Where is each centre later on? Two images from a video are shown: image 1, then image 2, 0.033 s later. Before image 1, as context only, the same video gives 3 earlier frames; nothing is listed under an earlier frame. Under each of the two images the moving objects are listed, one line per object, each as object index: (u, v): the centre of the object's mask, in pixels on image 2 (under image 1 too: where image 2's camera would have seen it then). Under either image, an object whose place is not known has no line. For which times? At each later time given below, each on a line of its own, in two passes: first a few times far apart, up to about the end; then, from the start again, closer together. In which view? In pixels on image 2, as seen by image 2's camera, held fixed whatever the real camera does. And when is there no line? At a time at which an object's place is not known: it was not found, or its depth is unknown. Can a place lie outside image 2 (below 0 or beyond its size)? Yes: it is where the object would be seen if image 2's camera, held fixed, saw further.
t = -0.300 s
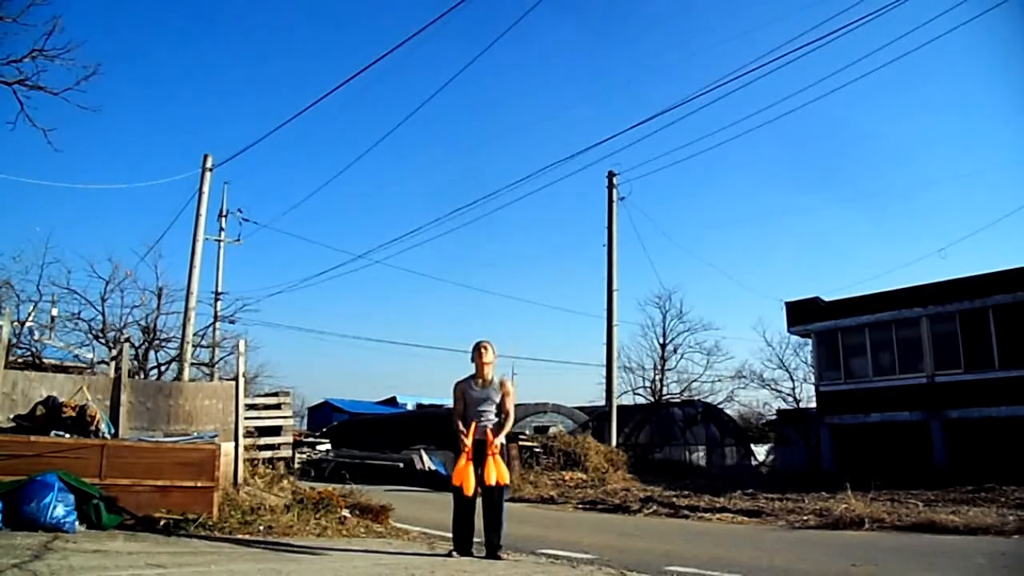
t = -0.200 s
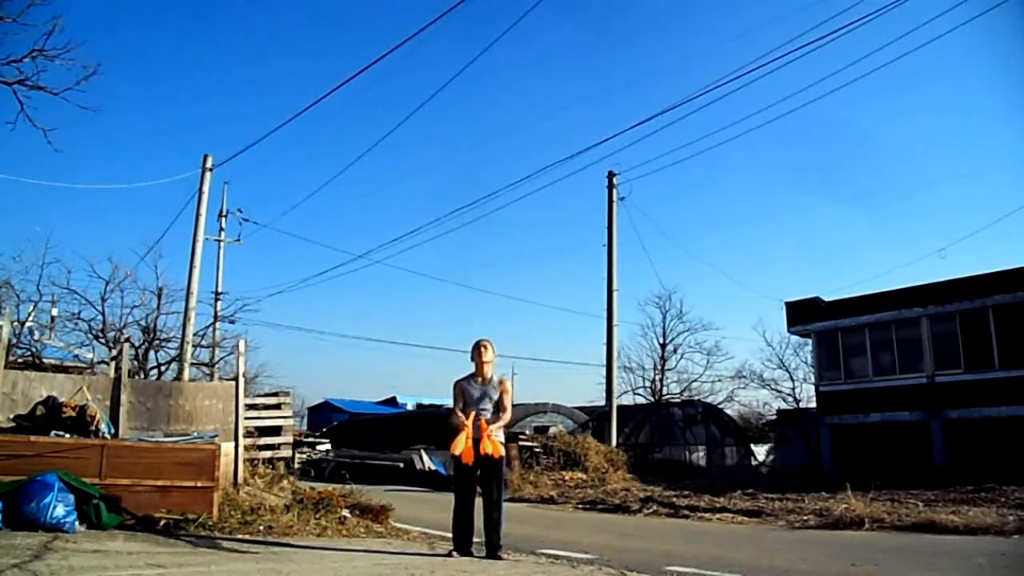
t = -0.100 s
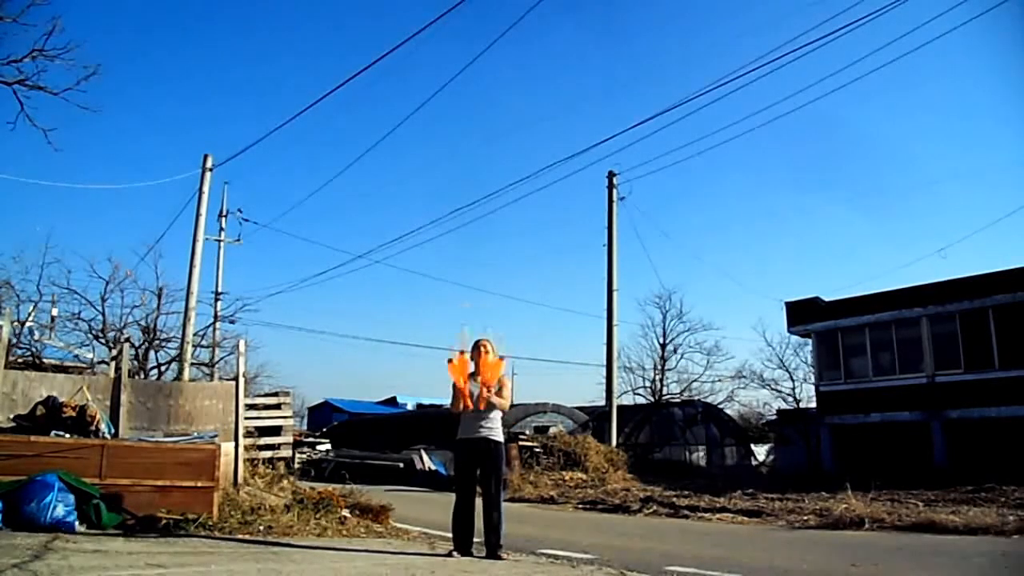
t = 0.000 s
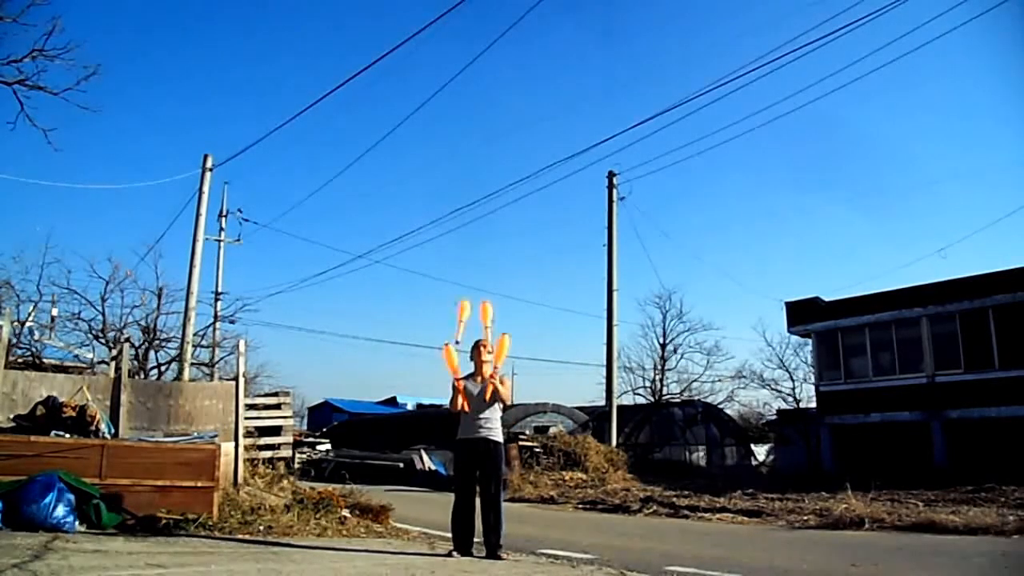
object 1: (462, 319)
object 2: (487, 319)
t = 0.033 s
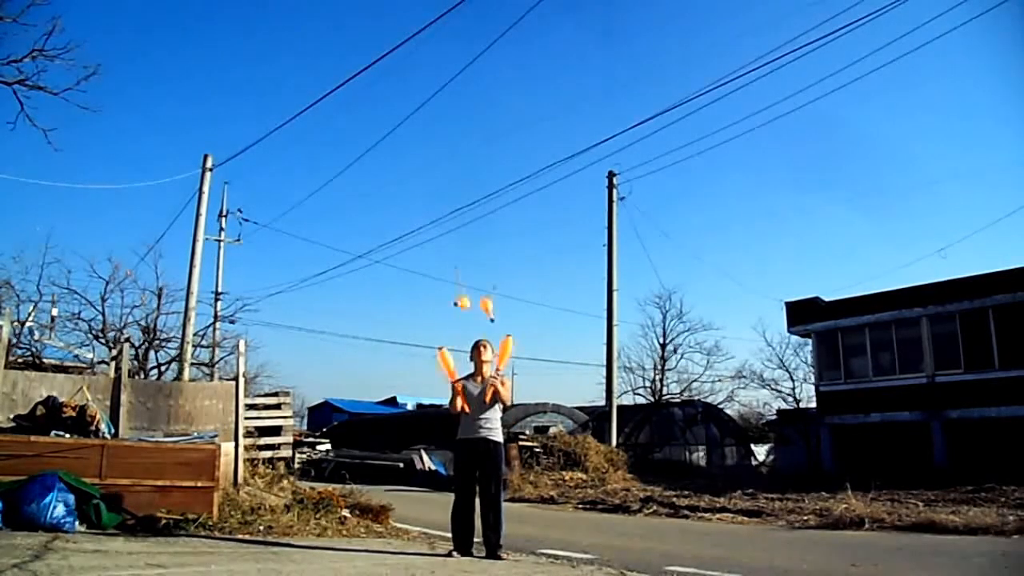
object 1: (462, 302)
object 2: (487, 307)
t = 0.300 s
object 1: (455, 235)
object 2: (495, 250)
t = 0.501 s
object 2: (498, 271)
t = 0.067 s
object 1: (460, 290)
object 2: (488, 297)
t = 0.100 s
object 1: (460, 277)
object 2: (490, 285)
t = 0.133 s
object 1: (459, 267)
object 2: (490, 275)
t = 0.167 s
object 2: (491, 268)
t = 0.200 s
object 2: (492, 262)
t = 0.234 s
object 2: (492, 257)
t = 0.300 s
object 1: (455, 235)
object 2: (495, 250)
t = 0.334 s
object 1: (454, 235)
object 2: (495, 250)
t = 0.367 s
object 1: (453, 235)
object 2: (495, 252)
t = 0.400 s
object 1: (452, 235)
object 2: (496, 254)
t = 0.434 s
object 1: (452, 239)
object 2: (497, 259)
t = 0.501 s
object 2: (498, 271)
